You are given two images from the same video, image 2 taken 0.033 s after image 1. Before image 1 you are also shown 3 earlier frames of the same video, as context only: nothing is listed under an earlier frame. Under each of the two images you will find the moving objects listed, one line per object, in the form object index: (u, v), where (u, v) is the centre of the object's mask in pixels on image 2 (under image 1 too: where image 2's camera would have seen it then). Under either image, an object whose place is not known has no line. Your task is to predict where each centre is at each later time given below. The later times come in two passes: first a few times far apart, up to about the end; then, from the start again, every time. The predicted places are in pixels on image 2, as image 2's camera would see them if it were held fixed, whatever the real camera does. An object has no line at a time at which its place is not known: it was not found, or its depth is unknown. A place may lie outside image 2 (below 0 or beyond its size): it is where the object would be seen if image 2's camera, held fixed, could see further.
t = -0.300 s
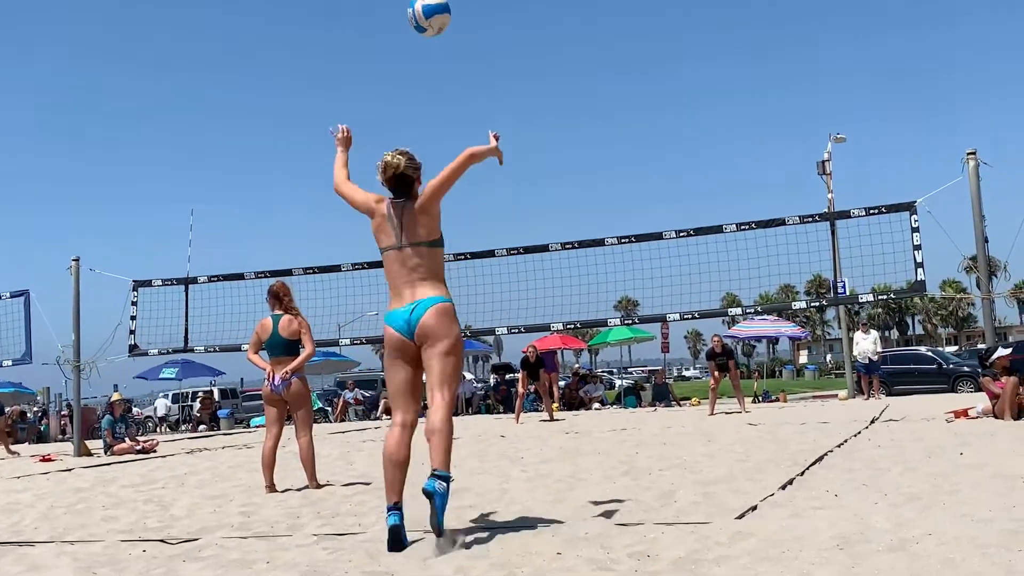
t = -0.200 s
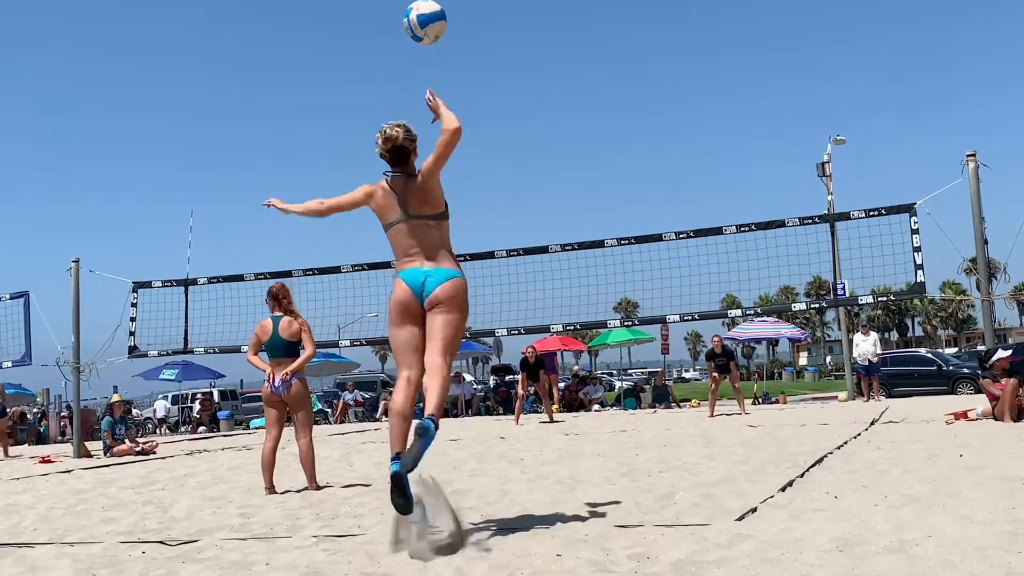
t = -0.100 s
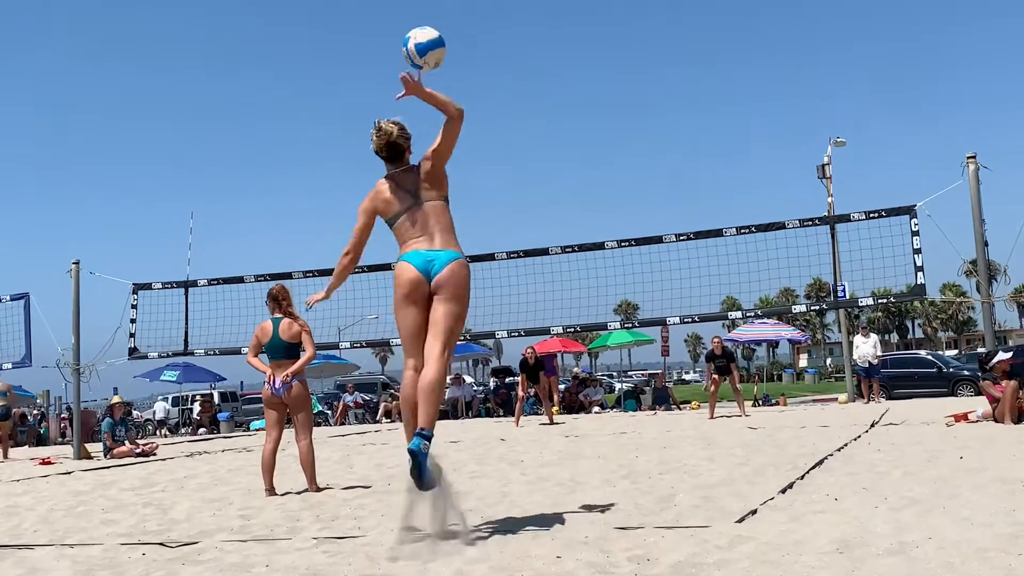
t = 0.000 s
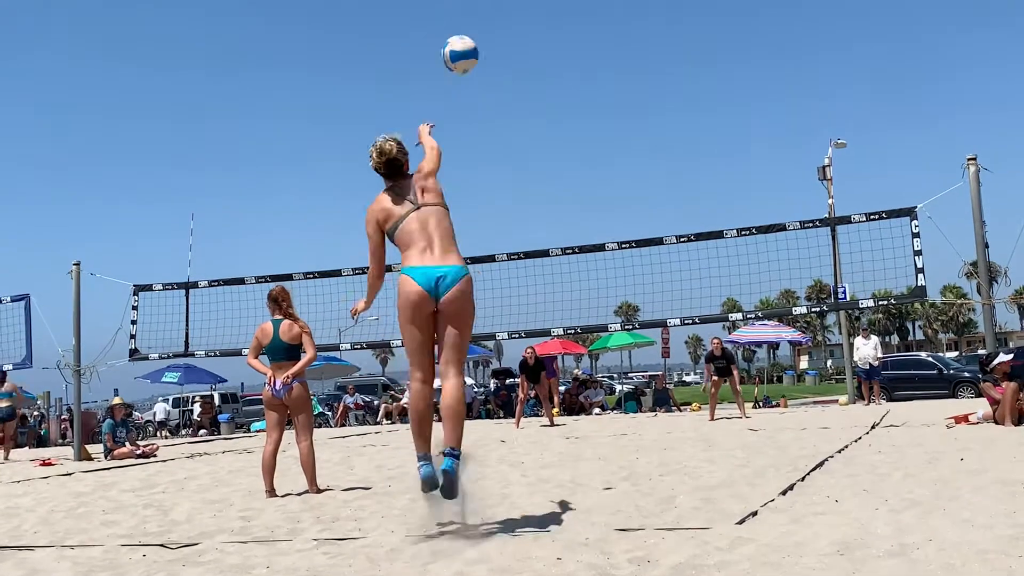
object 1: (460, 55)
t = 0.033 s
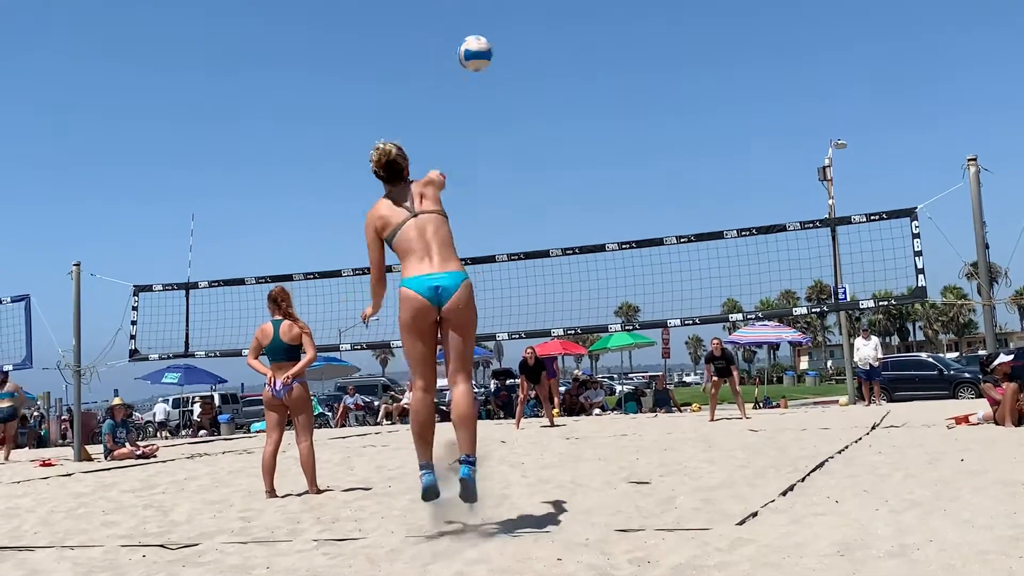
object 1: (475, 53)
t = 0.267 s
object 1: (548, 78)
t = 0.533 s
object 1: (601, 154)
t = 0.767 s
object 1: (633, 232)
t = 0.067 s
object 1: (488, 53)
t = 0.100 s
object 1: (501, 54)
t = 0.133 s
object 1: (511, 56)
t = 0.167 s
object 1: (521, 60)
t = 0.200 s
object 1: (531, 65)
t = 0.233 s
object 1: (539, 71)
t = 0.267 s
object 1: (548, 78)
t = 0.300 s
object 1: (555, 86)
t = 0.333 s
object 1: (563, 94)
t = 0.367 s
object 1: (570, 103)
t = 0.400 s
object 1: (577, 113)
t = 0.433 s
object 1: (583, 123)
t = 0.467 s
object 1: (589, 133)
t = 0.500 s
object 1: (595, 144)
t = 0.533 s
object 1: (601, 154)
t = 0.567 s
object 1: (606, 166)
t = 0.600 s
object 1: (611, 176)
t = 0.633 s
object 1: (616, 187)
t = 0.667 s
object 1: (621, 198)
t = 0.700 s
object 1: (626, 209)
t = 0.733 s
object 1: (630, 220)
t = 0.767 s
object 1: (633, 232)
